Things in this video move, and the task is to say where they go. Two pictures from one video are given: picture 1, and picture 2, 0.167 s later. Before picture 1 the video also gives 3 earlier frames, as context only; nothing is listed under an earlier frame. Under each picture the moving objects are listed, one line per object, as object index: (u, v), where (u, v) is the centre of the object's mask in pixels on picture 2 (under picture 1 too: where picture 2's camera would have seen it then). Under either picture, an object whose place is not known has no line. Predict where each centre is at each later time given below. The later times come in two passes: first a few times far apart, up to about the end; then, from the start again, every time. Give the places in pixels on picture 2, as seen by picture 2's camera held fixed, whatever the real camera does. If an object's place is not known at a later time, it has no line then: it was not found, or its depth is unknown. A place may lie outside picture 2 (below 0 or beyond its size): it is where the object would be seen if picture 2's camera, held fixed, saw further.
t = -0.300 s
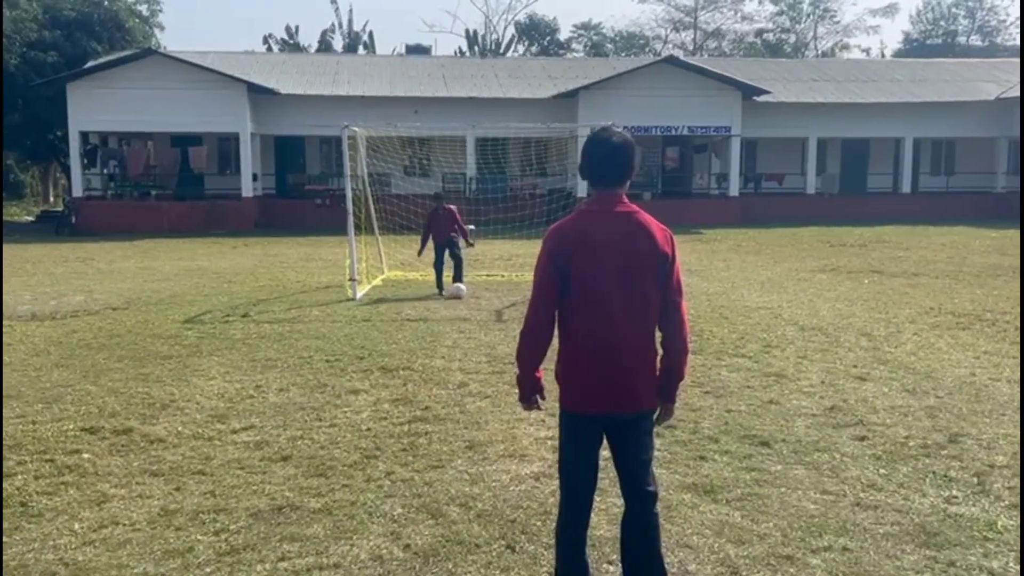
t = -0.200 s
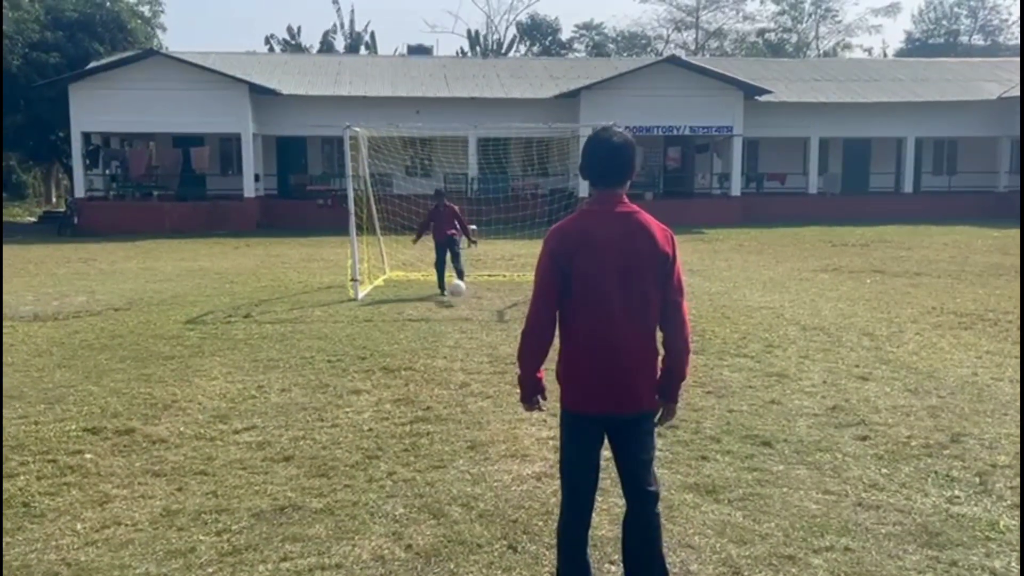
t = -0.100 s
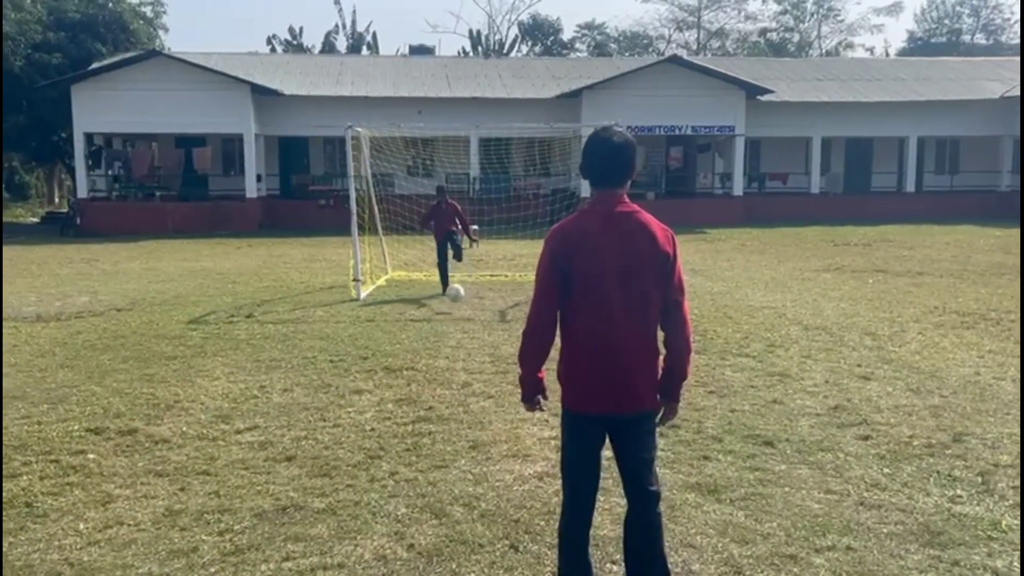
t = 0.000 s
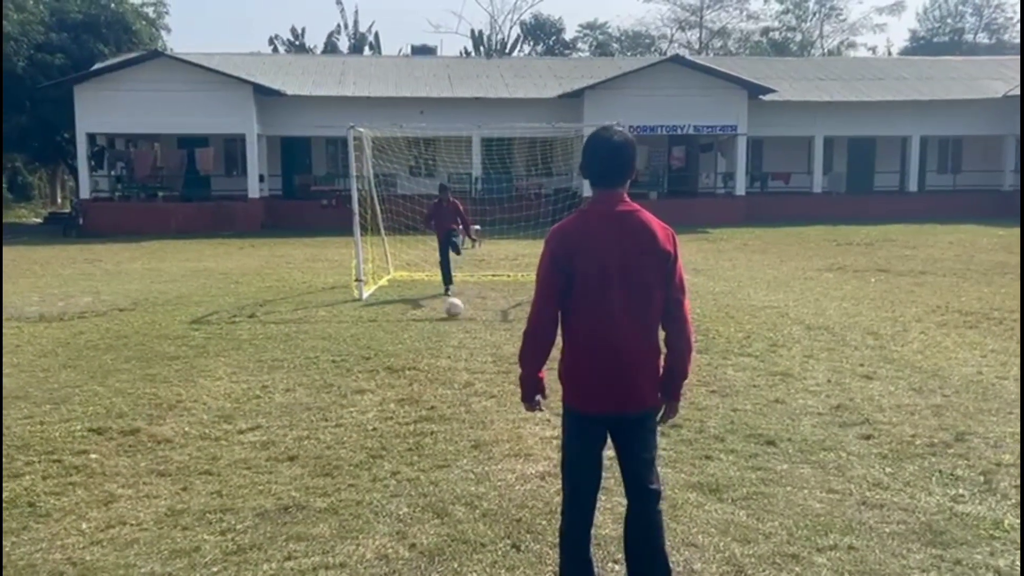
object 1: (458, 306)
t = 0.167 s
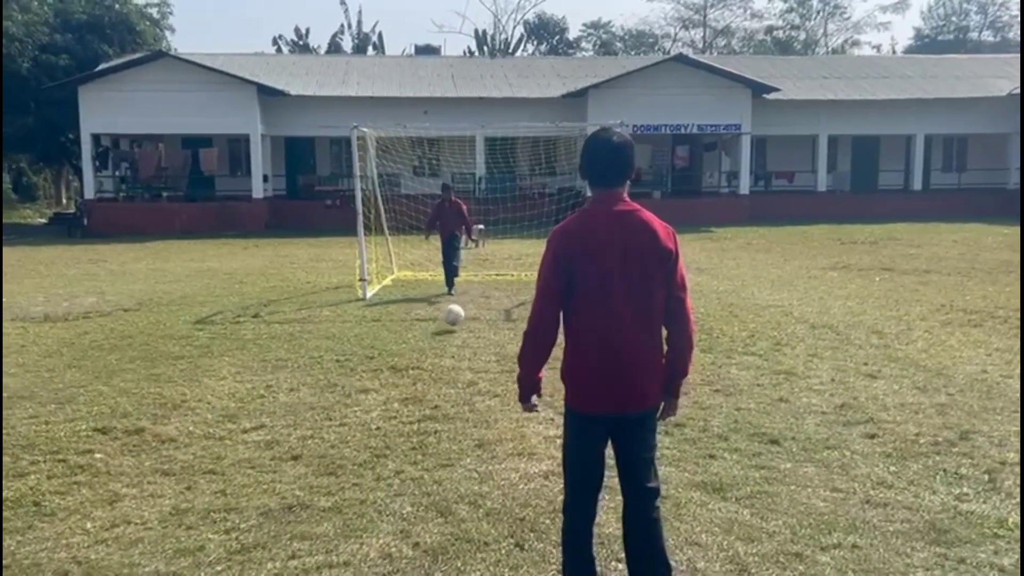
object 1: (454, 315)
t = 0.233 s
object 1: (452, 325)
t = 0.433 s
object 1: (451, 343)
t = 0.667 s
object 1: (452, 357)
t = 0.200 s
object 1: (453, 319)
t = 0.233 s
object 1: (452, 325)
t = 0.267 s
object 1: (452, 330)
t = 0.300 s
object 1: (451, 332)
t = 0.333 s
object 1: (451, 333)
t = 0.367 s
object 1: (450, 336)
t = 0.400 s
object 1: (450, 340)
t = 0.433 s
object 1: (451, 343)
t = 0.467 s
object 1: (451, 345)
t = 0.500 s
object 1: (451, 347)
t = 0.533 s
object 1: (451, 350)
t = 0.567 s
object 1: (451, 352)
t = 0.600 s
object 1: (452, 353)
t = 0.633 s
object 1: (452, 354)
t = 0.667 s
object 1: (452, 357)
